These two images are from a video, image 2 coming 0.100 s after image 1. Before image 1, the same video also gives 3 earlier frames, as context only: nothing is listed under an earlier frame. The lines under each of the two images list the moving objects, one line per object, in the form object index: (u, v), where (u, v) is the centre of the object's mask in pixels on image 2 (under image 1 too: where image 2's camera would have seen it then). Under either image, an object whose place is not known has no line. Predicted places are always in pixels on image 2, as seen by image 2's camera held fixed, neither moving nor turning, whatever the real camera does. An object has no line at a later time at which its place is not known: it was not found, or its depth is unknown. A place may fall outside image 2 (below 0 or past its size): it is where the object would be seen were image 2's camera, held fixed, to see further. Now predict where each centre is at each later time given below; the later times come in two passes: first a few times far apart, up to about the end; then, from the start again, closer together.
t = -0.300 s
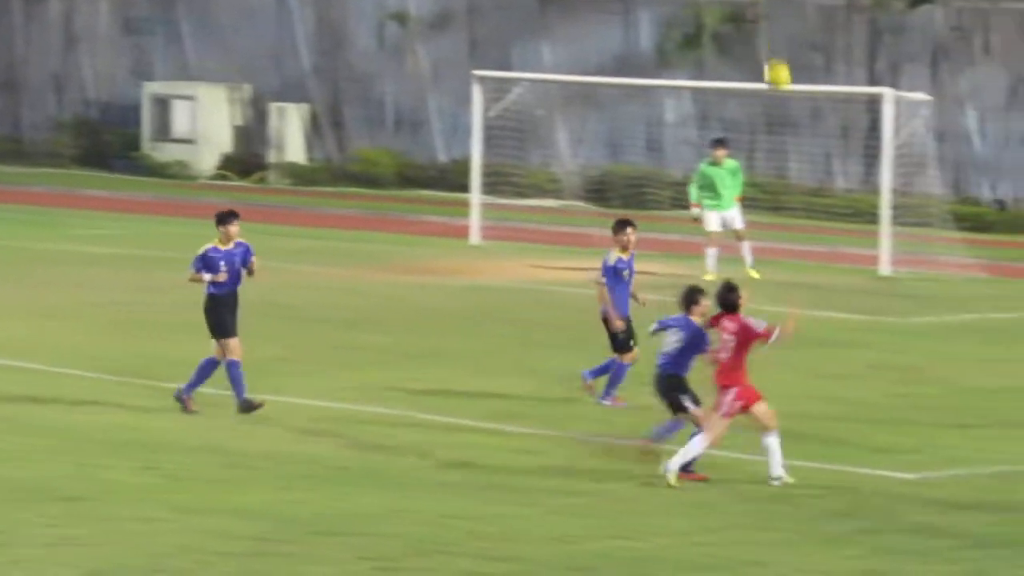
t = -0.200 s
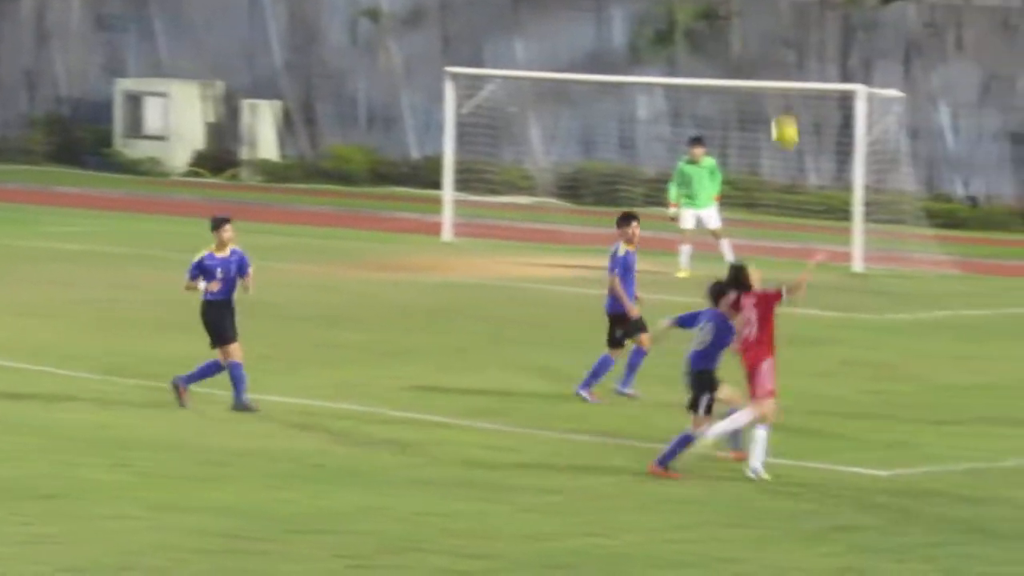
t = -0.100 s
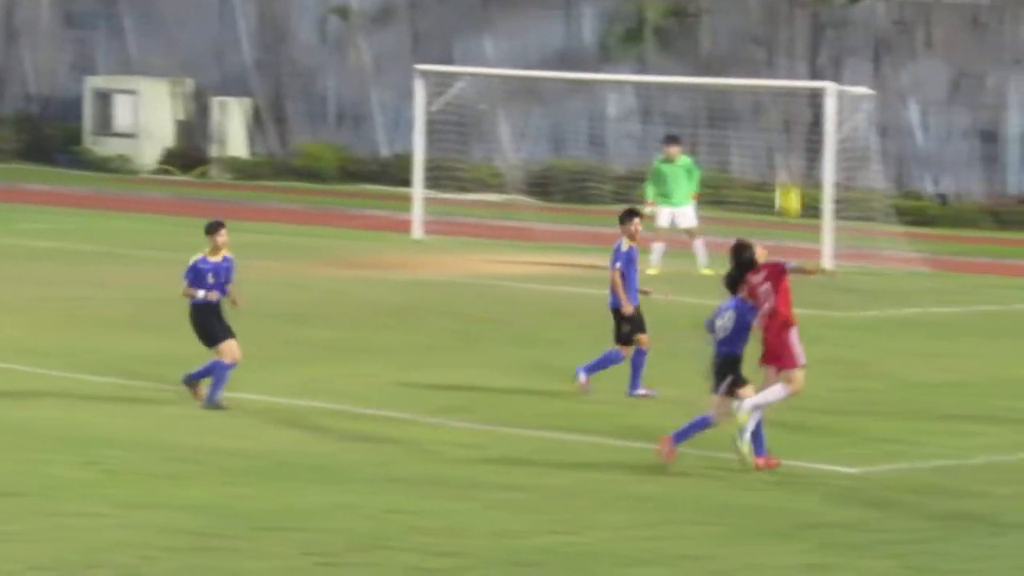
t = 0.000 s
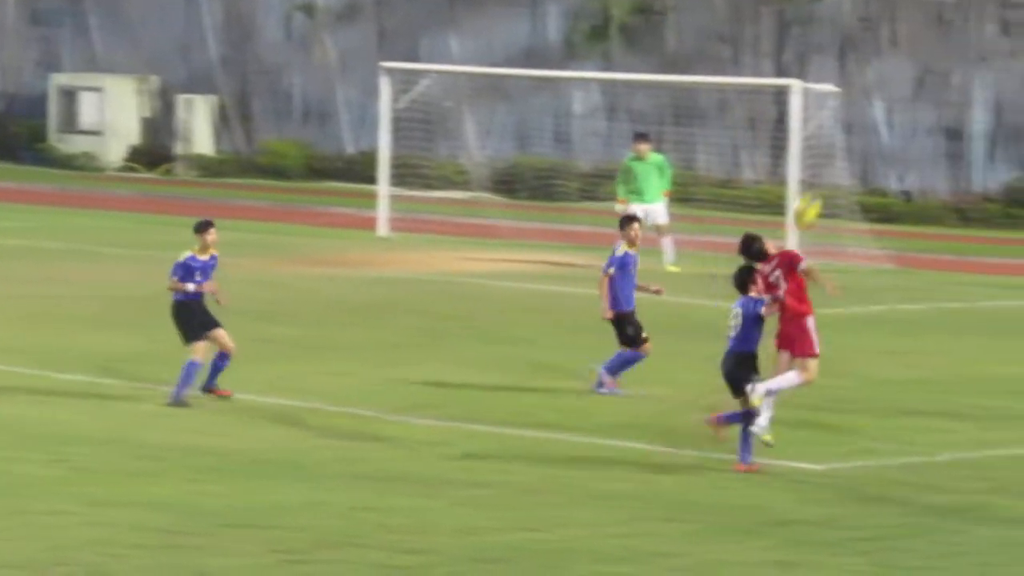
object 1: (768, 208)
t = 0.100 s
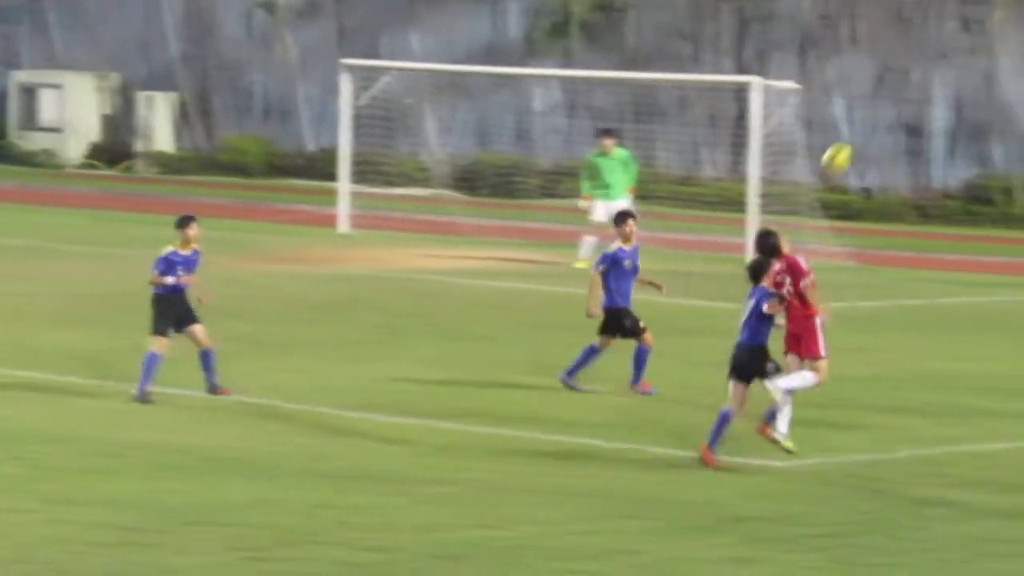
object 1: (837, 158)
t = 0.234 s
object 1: (929, 112)
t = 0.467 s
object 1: (1091, 86)
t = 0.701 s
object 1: (1253, 122)
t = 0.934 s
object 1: (1415, 225)
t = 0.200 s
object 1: (907, 122)
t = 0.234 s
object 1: (929, 112)
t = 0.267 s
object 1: (954, 104)
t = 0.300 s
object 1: (976, 97)
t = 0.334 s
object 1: (1000, 92)
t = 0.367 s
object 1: (1022, 89)
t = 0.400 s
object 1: (1044, 86)
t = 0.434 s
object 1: (1068, 85)
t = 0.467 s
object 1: (1091, 86)
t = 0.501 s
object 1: (1115, 86)
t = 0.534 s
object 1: (1136, 89)
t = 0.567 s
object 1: (1160, 93)
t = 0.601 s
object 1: (1183, 98)
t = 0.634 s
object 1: (1207, 104)
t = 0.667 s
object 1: (1229, 113)
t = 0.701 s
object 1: (1253, 122)
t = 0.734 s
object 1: (1275, 133)
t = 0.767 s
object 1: (1299, 145)
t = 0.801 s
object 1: (1323, 158)
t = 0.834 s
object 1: (1345, 173)
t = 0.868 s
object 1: (1368, 189)
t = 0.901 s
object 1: (1391, 208)
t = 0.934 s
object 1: (1415, 225)
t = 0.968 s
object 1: (1440, 246)
